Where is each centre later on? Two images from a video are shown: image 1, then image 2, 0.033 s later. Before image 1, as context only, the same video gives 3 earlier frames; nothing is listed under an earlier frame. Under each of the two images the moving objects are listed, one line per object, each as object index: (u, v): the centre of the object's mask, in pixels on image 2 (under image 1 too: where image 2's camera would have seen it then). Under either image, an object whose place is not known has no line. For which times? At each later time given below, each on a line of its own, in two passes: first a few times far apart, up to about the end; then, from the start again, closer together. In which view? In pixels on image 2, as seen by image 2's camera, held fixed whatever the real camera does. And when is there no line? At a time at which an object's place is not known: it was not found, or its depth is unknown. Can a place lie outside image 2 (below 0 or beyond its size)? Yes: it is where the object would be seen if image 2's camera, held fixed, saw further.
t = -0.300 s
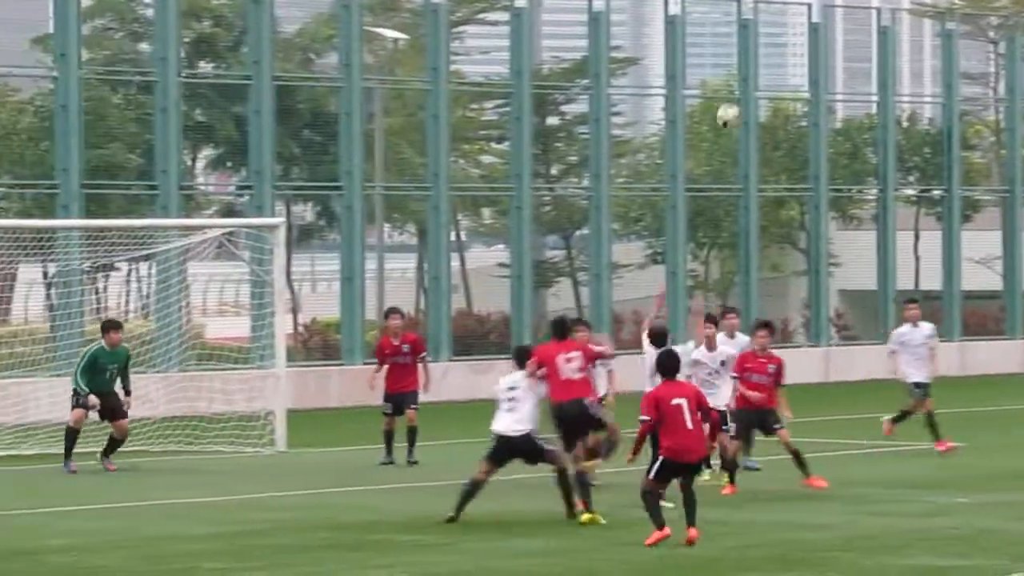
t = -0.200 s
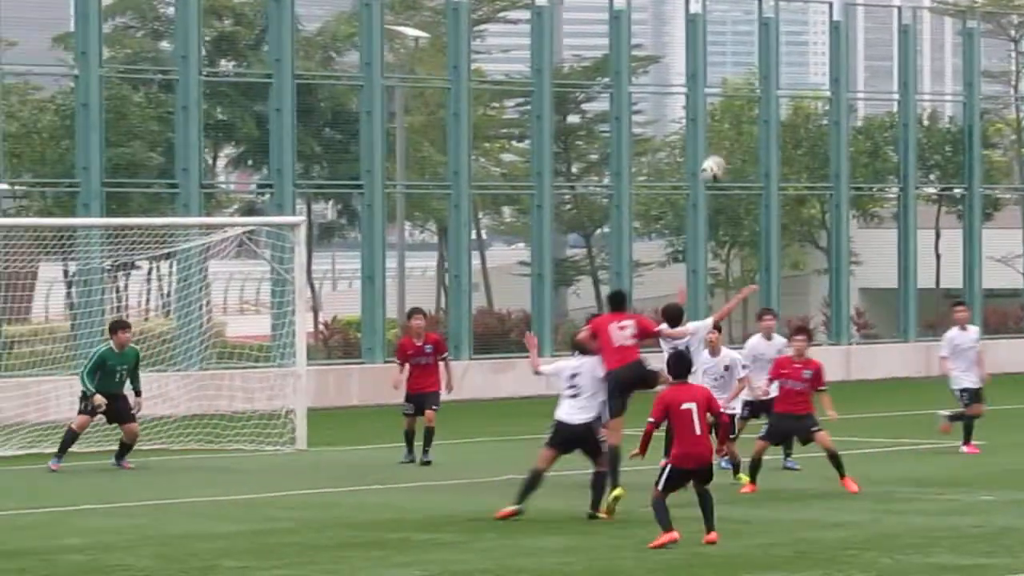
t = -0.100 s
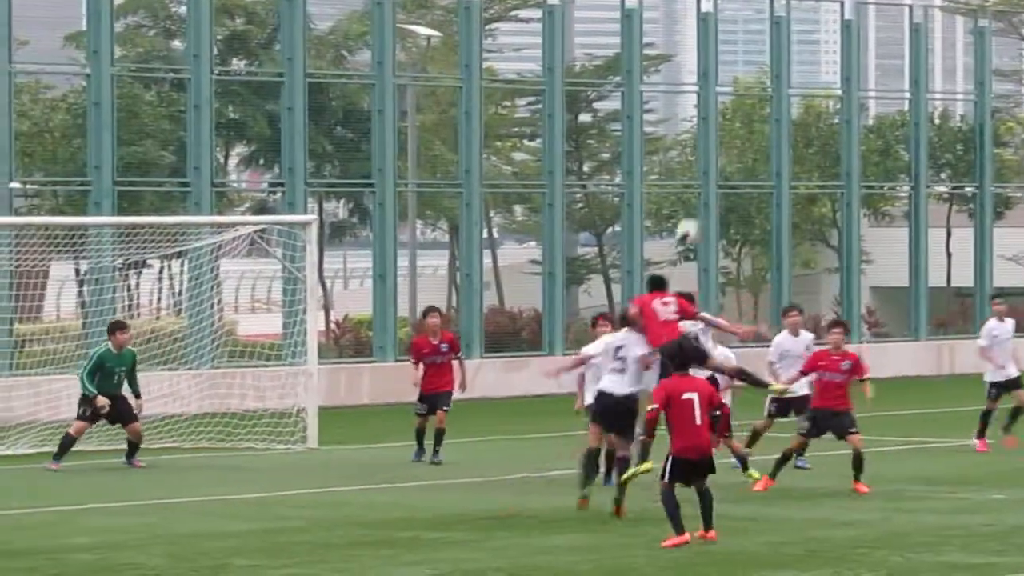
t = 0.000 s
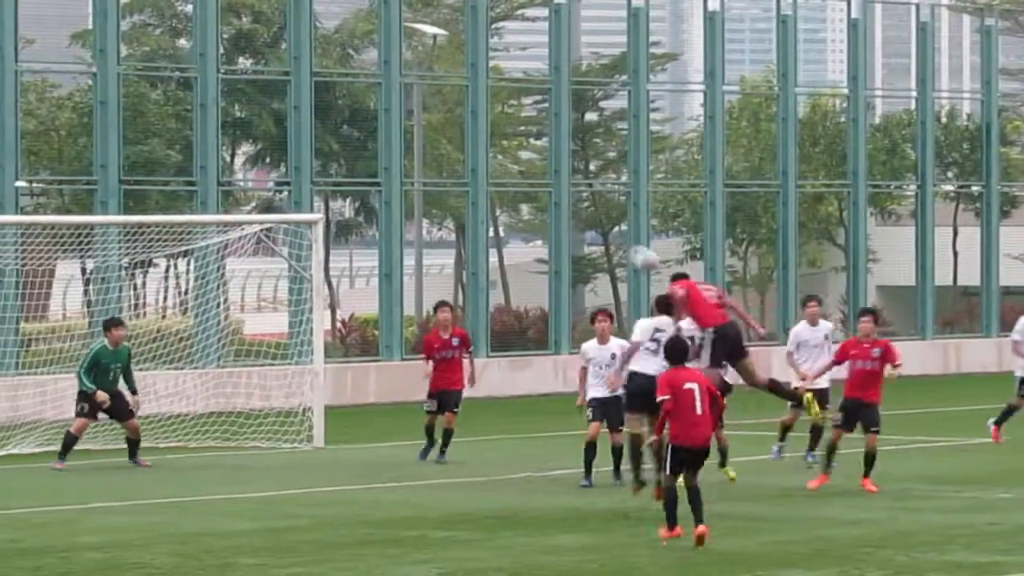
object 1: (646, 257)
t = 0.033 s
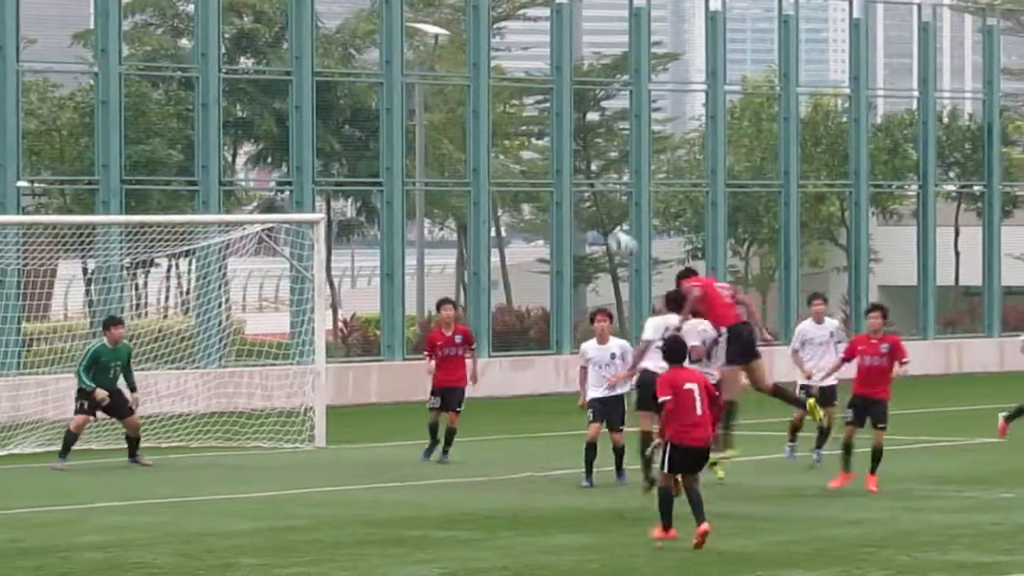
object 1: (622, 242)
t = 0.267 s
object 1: (461, 178)
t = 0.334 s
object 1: (417, 168)
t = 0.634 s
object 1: (232, 192)
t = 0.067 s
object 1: (598, 231)
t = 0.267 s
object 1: (461, 178)
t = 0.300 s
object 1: (439, 171)
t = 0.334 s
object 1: (417, 168)
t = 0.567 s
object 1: (271, 179)
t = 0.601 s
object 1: (251, 184)
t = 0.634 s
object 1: (232, 192)
